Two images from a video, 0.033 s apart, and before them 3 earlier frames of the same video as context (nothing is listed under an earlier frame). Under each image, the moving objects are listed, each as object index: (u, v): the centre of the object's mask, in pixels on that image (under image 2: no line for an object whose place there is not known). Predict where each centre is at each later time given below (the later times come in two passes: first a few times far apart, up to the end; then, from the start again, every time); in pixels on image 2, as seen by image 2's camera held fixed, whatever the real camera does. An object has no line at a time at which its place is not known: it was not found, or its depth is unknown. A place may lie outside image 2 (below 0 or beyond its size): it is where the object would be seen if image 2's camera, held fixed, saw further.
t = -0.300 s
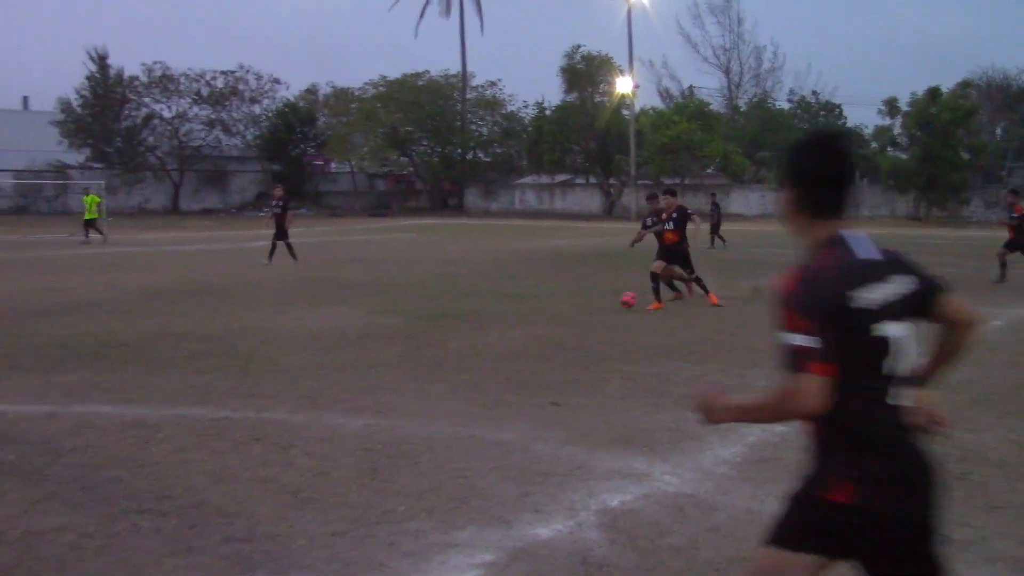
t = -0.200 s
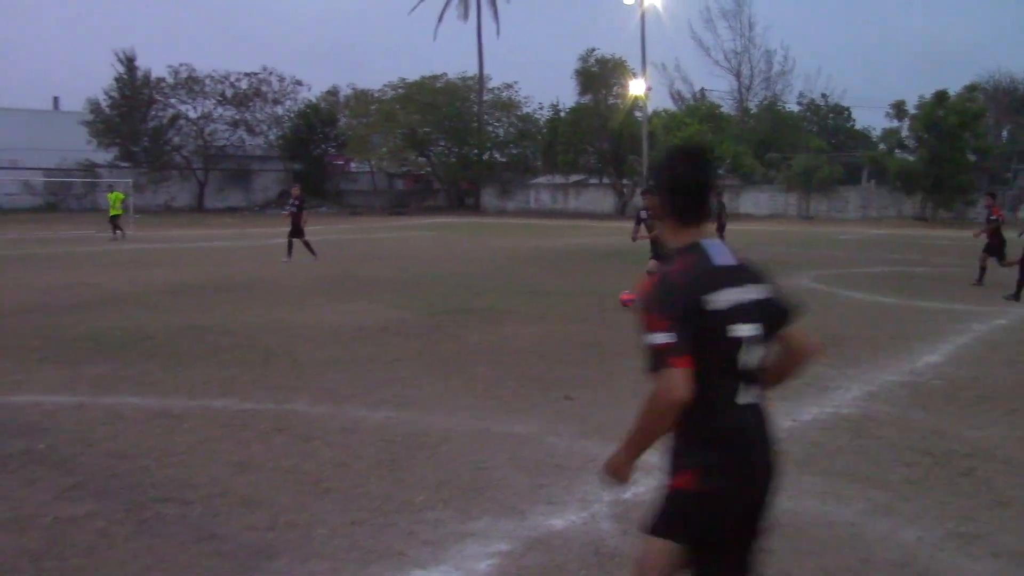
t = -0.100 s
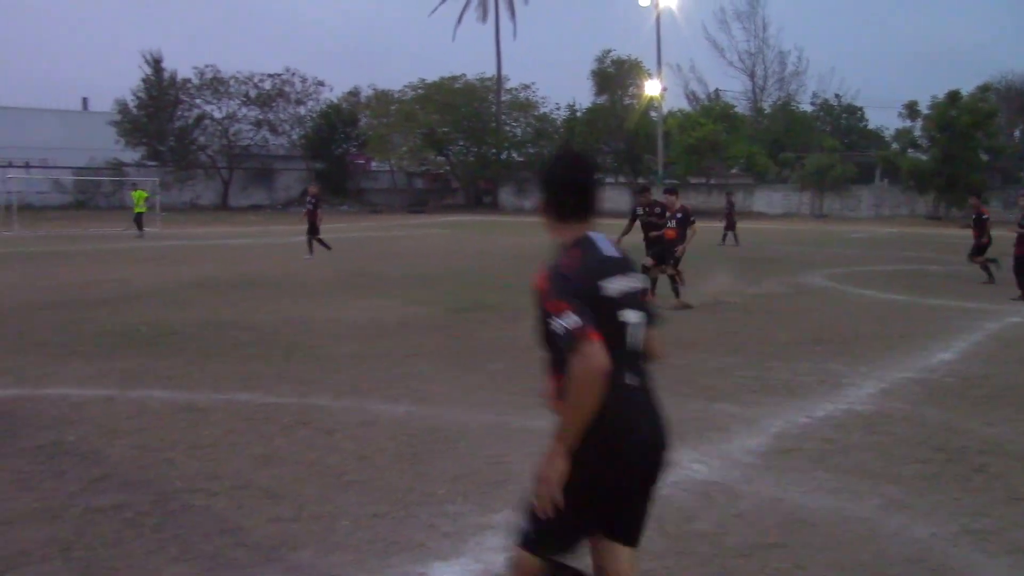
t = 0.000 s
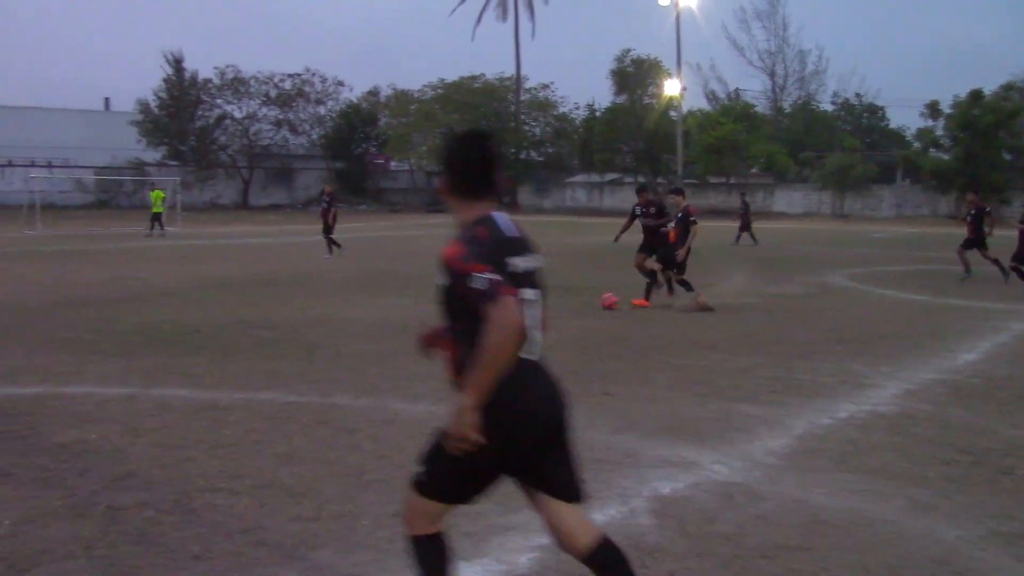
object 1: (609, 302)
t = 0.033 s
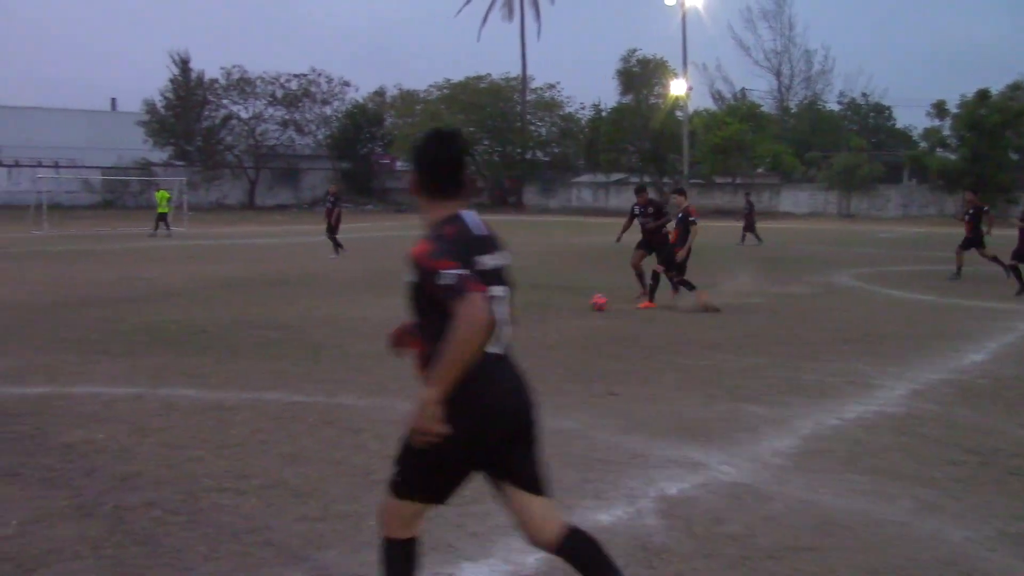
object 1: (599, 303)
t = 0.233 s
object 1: (508, 311)
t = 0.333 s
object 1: (463, 314)
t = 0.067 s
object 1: (584, 304)
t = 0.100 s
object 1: (569, 302)
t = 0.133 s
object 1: (555, 303)
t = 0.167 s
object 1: (540, 305)
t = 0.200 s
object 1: (523, 307)
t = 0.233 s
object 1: (508, 311)
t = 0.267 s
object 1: (492, 314)
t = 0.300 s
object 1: (478, 314)
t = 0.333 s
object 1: (463, 314)
